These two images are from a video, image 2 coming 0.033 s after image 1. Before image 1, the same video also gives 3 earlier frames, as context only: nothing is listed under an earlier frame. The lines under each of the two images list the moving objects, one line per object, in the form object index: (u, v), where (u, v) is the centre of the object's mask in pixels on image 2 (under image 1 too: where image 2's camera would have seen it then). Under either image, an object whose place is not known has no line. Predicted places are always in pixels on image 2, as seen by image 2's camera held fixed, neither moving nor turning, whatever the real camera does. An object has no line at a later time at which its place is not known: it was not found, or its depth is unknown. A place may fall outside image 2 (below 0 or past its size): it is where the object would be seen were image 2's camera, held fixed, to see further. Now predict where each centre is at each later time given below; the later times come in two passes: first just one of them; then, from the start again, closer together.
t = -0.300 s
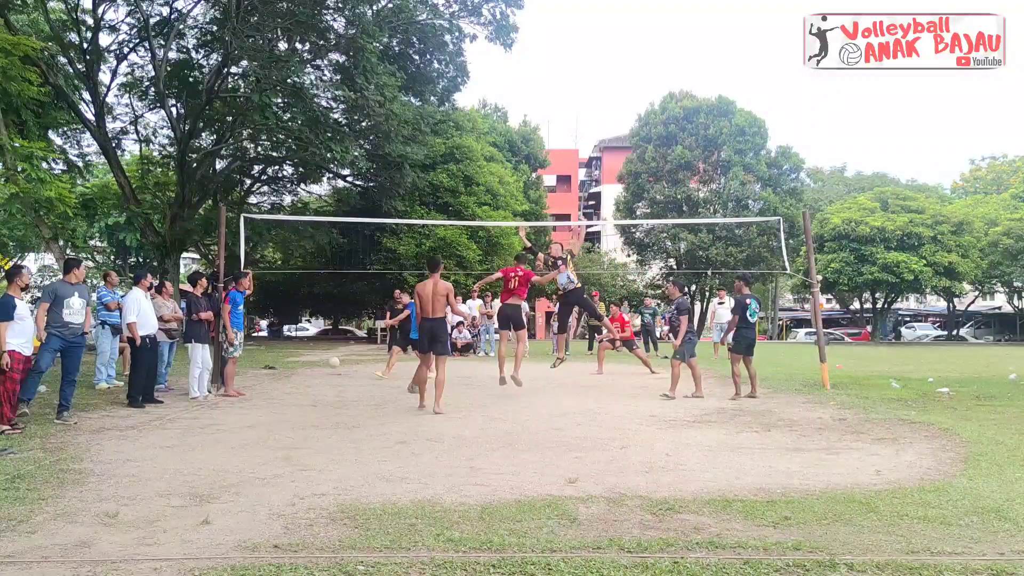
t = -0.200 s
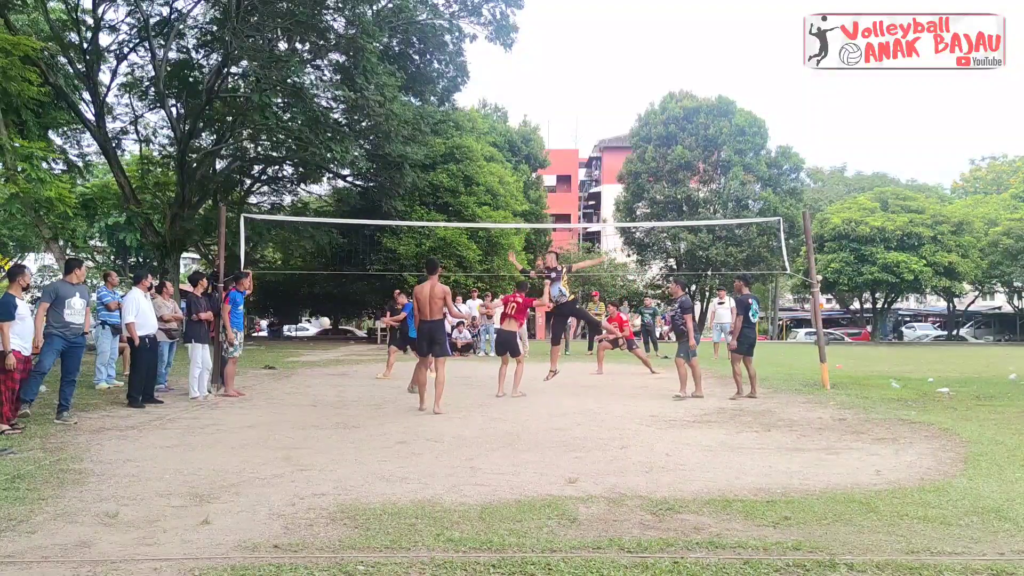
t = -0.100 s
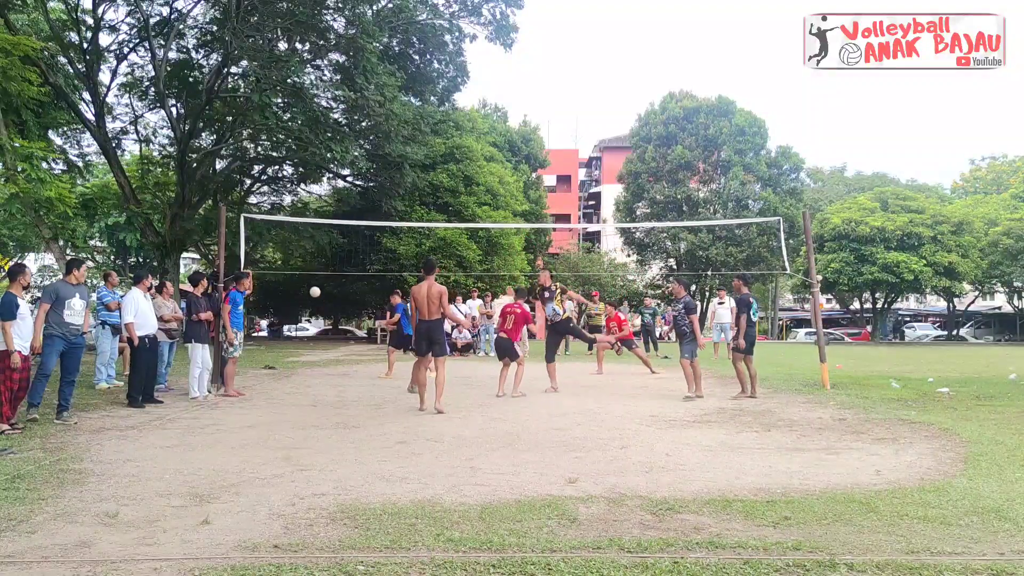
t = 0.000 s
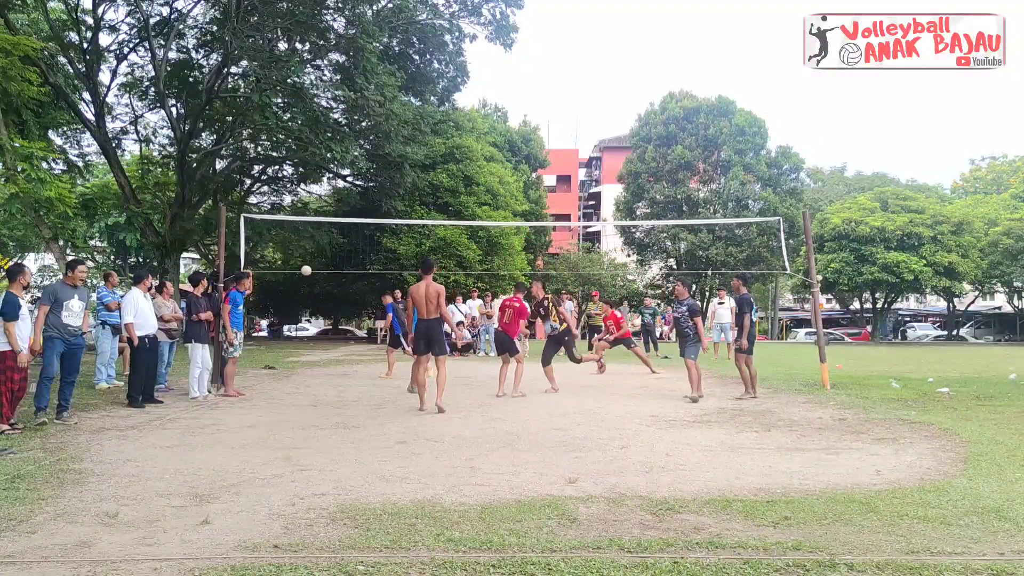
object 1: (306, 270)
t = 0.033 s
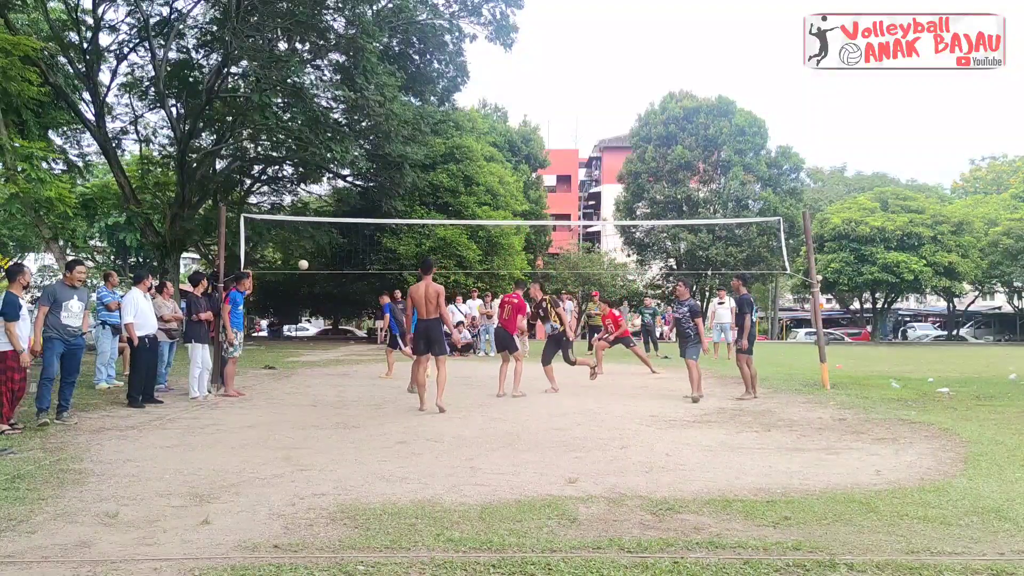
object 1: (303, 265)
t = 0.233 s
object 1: (286, 246)
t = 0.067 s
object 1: (300, 260)
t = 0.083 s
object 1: (299, 258)
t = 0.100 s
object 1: (297, 256)
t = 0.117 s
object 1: (296, 254)
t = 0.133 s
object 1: (295, 253)
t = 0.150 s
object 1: (293, 251)
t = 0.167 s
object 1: (292, 250)
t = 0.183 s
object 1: (290, 249)
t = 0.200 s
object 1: (289, 248)
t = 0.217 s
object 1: (288, 247)
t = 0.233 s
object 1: (286, 246)
